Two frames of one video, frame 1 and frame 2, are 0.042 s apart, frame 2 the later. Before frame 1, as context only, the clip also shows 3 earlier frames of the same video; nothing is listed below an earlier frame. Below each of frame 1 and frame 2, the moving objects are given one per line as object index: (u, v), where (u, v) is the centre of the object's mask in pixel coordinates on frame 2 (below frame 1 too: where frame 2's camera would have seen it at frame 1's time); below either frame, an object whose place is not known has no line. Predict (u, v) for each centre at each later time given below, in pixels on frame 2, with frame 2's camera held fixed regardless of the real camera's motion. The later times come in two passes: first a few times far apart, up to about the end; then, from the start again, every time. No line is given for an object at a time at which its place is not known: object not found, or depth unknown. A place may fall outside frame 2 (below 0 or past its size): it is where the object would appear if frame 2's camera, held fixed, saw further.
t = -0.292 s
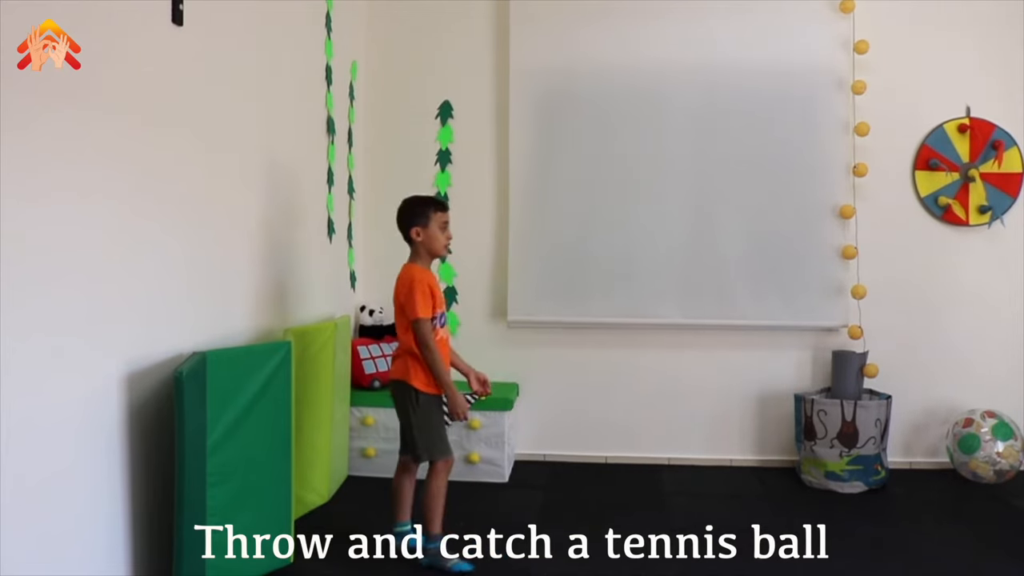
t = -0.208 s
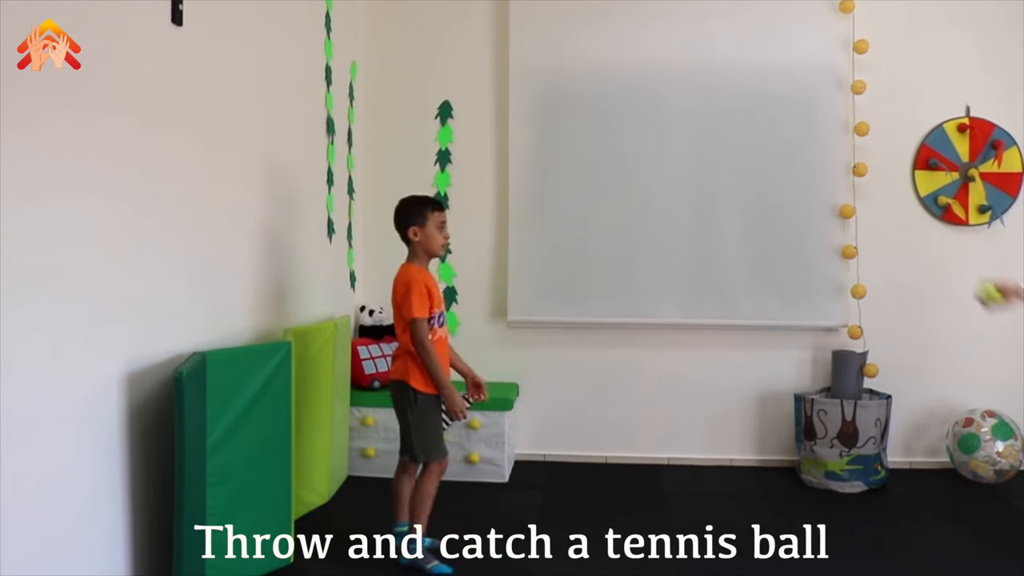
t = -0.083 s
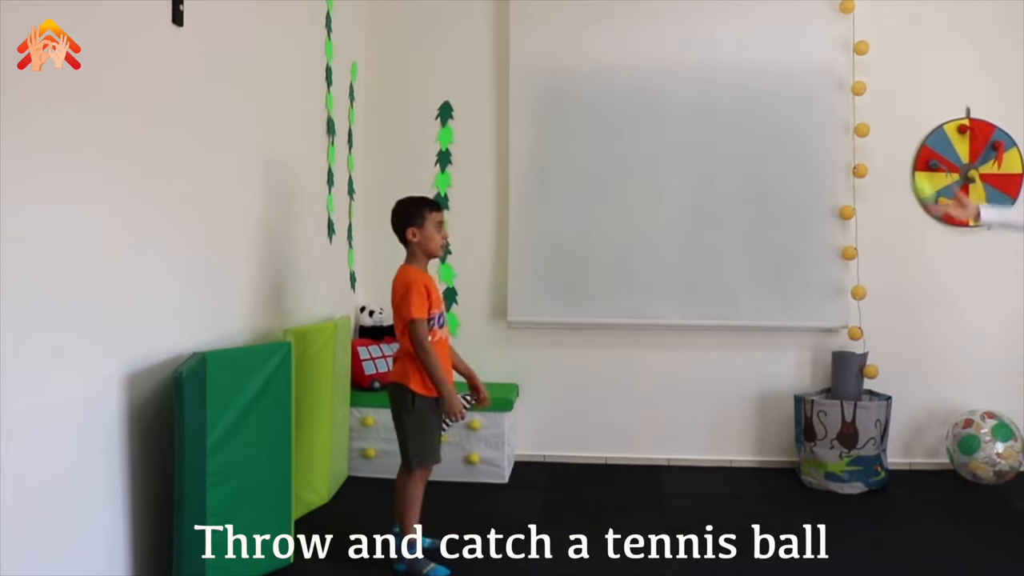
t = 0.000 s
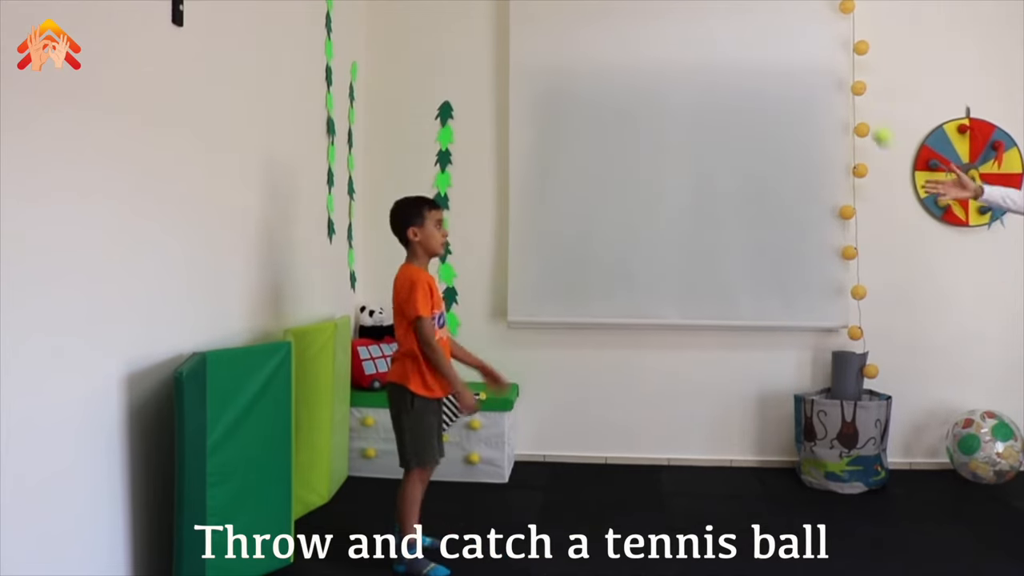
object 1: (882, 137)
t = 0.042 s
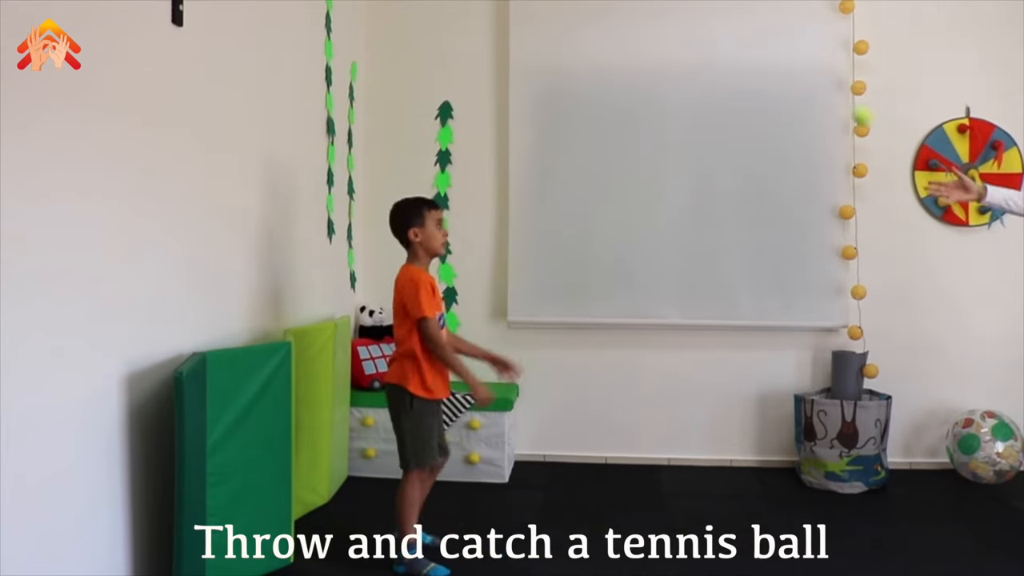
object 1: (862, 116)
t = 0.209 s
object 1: (783, 80)
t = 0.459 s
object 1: (666, 154)
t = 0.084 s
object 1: (842, 100)
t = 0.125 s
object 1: (822, 88)
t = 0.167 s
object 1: (803, 83)
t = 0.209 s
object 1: (783, 80)
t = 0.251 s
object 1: (763, 82)
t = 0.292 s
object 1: (743, 87)
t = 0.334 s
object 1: (724, 98)
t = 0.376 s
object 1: (704, 112)
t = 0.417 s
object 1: (685, 130)
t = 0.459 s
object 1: (666, 154)
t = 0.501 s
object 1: (646, 181)
